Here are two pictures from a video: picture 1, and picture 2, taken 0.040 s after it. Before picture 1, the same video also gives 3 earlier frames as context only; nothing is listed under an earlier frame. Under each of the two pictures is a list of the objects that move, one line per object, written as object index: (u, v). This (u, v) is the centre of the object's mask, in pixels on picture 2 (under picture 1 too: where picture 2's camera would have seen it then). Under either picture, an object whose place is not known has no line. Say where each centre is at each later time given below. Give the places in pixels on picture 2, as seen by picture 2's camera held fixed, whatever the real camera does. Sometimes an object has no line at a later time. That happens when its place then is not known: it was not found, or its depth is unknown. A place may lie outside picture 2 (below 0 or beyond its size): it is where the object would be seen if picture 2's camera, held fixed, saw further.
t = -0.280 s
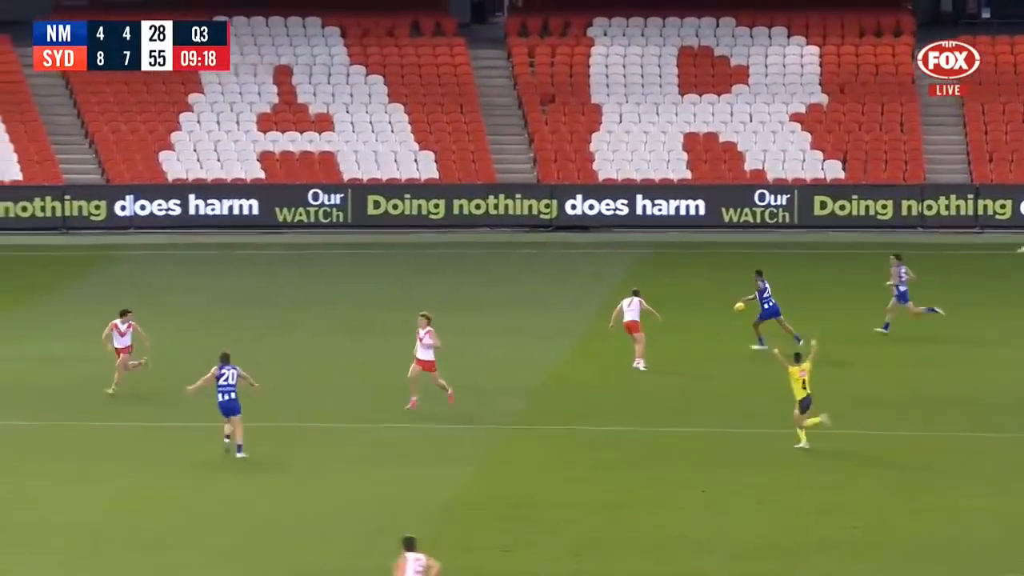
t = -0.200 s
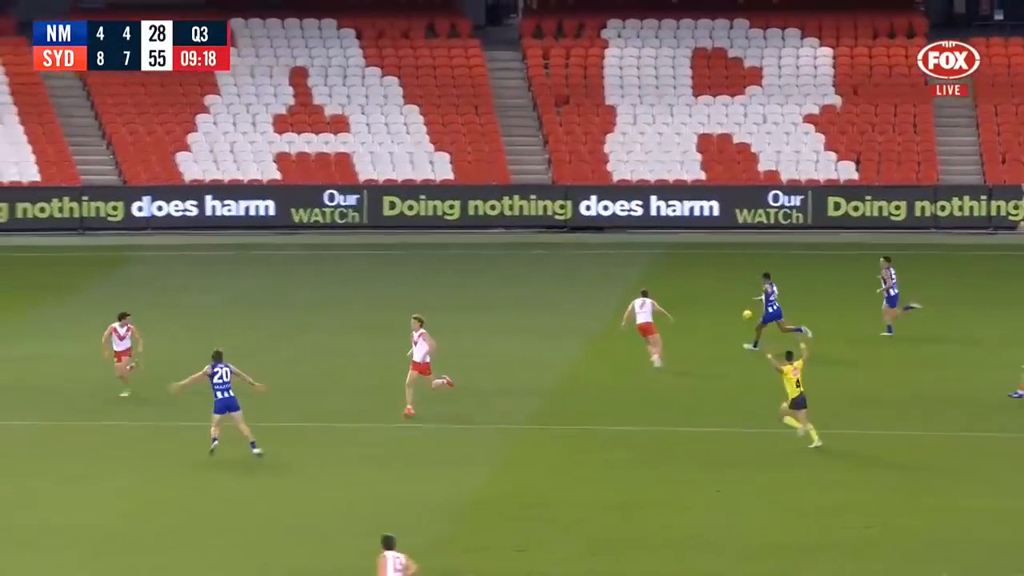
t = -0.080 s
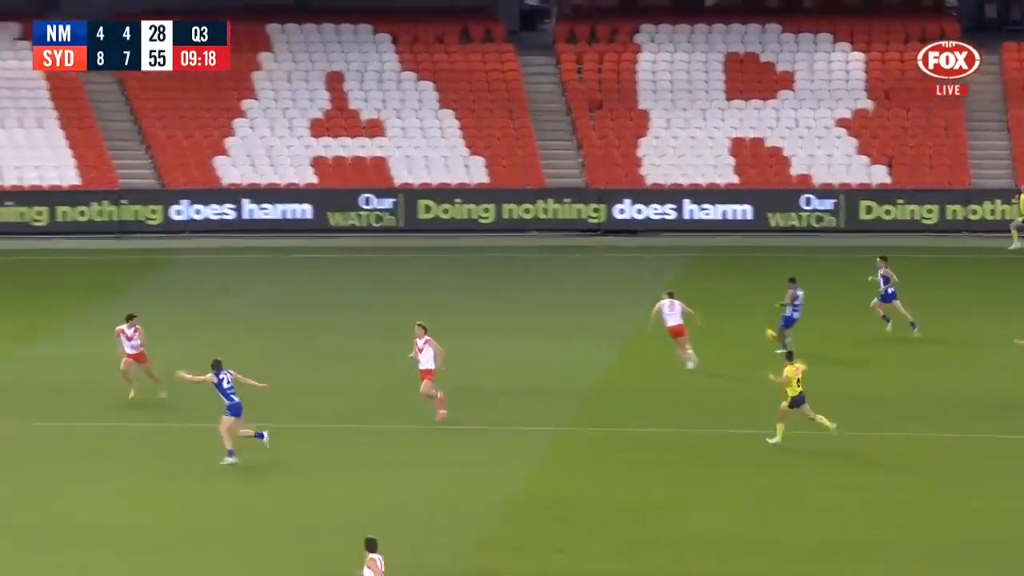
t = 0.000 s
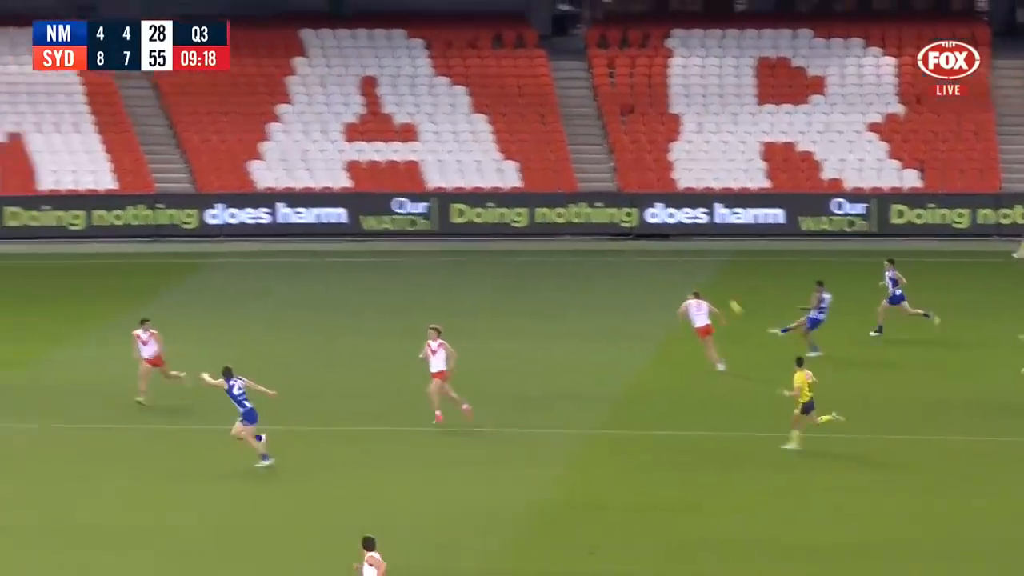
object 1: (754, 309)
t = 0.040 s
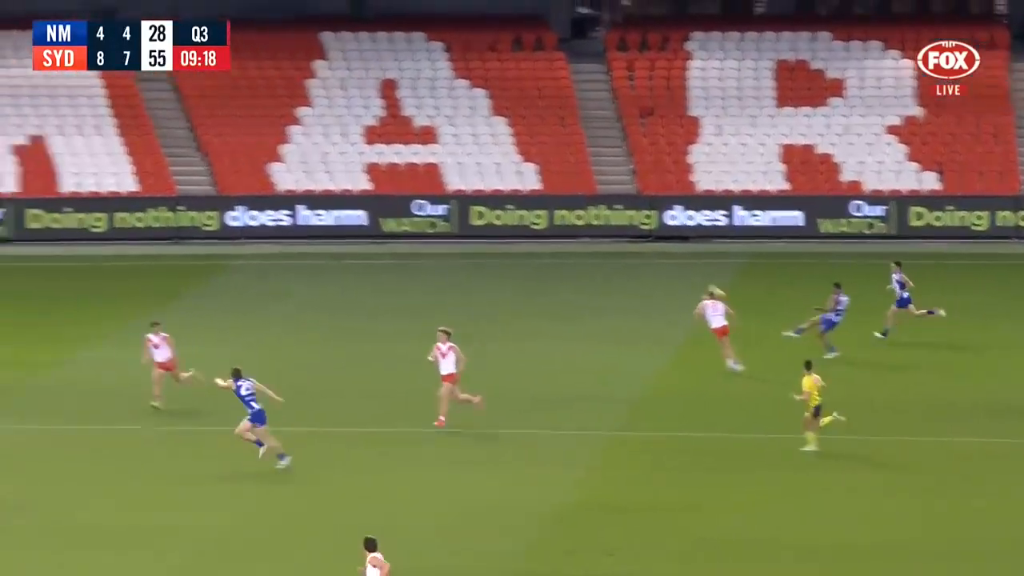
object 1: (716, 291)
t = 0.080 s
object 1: (677, 273)
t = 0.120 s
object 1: (641, 256)
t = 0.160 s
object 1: (604, 240)
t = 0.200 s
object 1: (570, 225)
